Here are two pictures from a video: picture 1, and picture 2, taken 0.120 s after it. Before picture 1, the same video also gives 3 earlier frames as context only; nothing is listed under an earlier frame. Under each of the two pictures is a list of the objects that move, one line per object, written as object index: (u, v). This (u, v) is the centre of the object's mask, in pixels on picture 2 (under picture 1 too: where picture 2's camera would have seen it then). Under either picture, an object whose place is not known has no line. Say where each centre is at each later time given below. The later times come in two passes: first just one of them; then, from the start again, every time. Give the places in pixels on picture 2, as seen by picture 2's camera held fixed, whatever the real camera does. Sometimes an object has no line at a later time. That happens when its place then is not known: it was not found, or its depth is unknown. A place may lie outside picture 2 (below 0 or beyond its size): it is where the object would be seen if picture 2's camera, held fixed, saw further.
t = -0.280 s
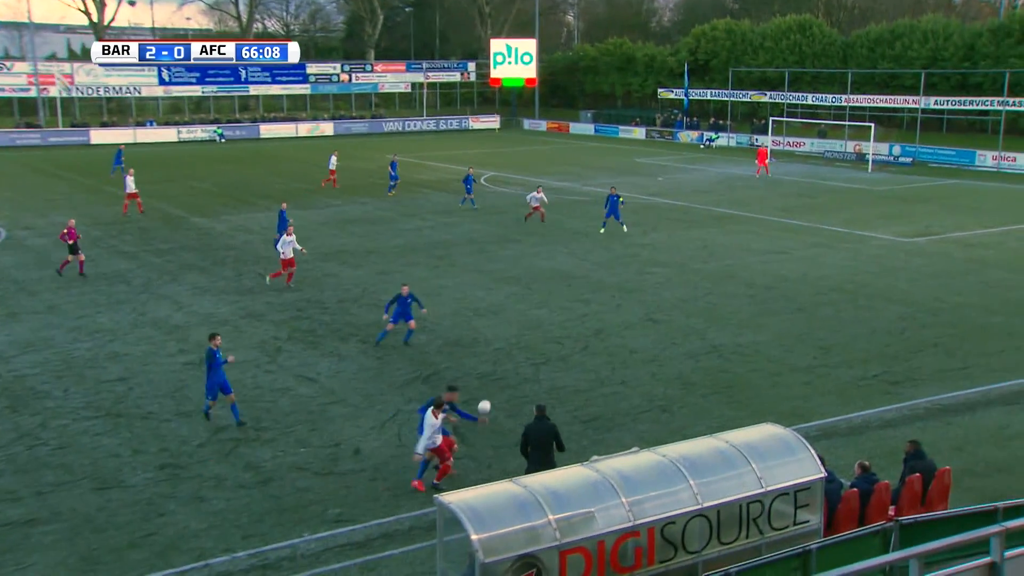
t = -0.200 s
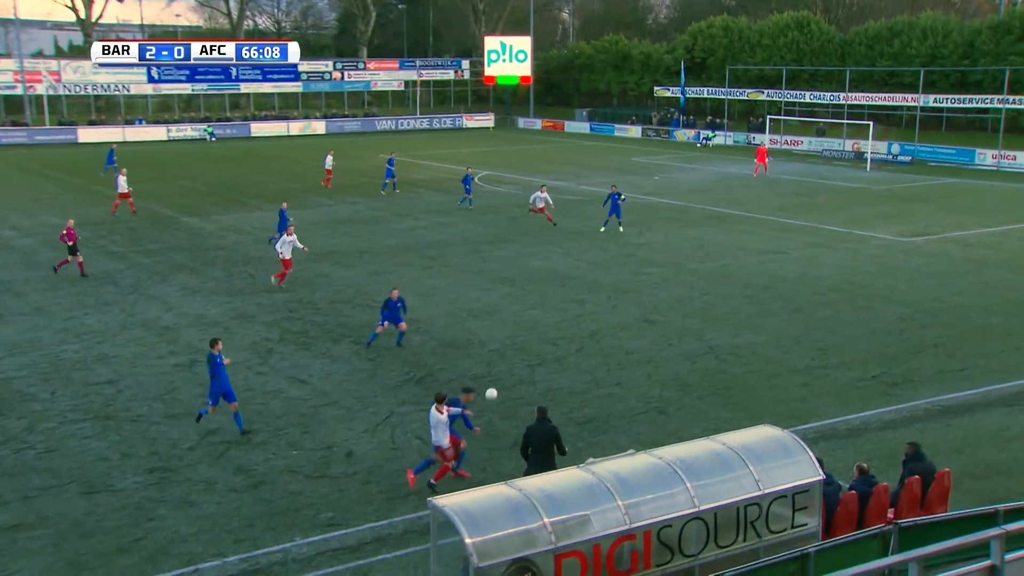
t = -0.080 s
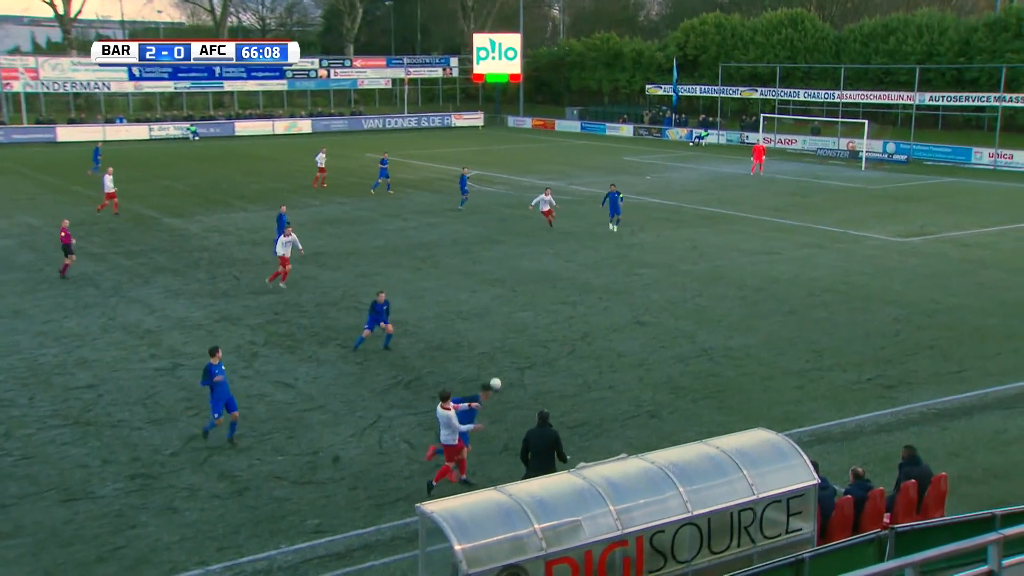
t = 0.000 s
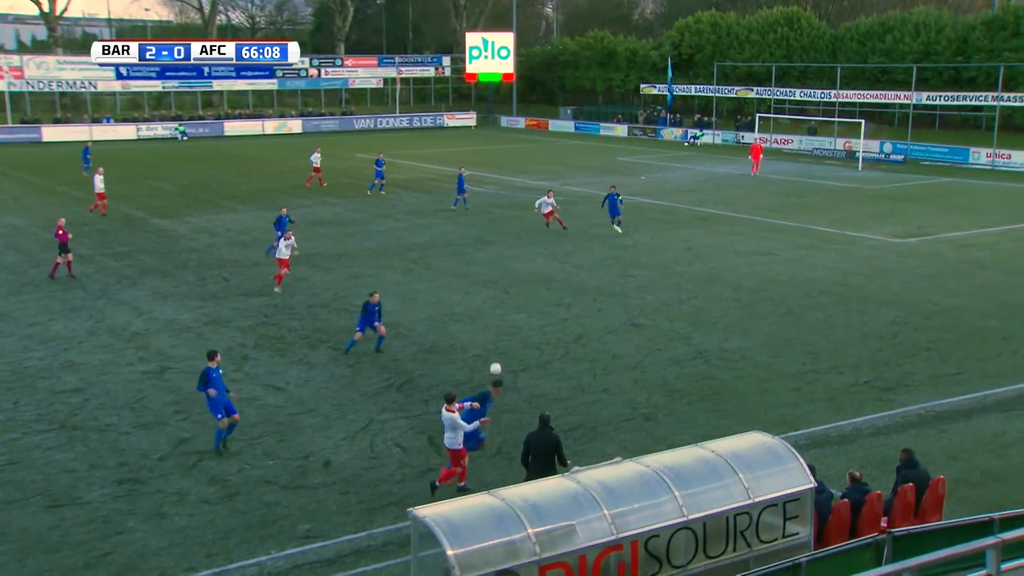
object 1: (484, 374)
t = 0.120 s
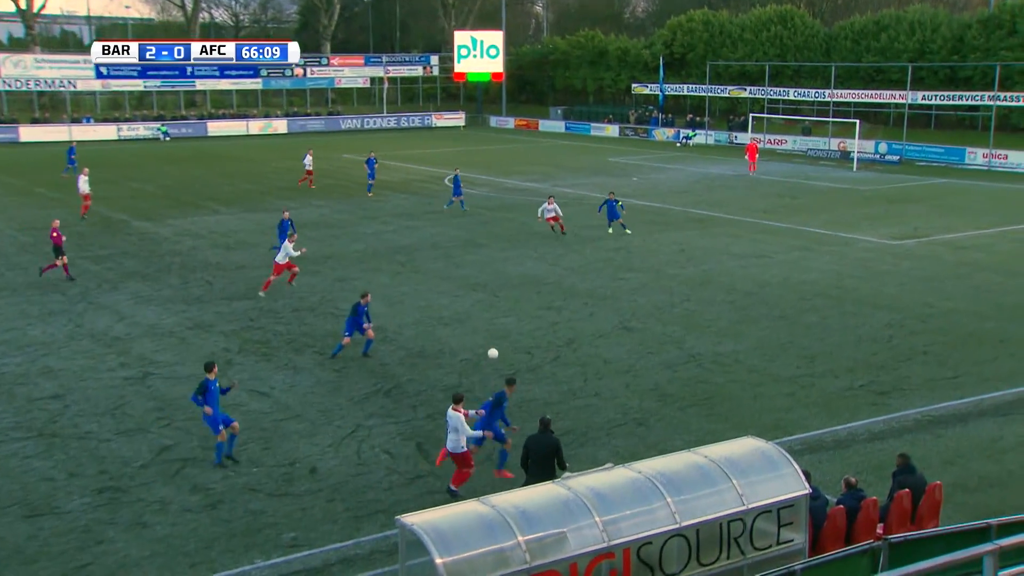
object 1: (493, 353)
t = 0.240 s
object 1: (497, 343)
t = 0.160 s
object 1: (495, 349)
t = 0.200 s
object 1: (496, 345)
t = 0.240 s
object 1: (497, 343)
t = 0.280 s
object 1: (499, 341)
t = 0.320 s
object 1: (500, 335)
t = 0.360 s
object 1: (500, 329)
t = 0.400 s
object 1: (501, 325)
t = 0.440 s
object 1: (502, 322)
